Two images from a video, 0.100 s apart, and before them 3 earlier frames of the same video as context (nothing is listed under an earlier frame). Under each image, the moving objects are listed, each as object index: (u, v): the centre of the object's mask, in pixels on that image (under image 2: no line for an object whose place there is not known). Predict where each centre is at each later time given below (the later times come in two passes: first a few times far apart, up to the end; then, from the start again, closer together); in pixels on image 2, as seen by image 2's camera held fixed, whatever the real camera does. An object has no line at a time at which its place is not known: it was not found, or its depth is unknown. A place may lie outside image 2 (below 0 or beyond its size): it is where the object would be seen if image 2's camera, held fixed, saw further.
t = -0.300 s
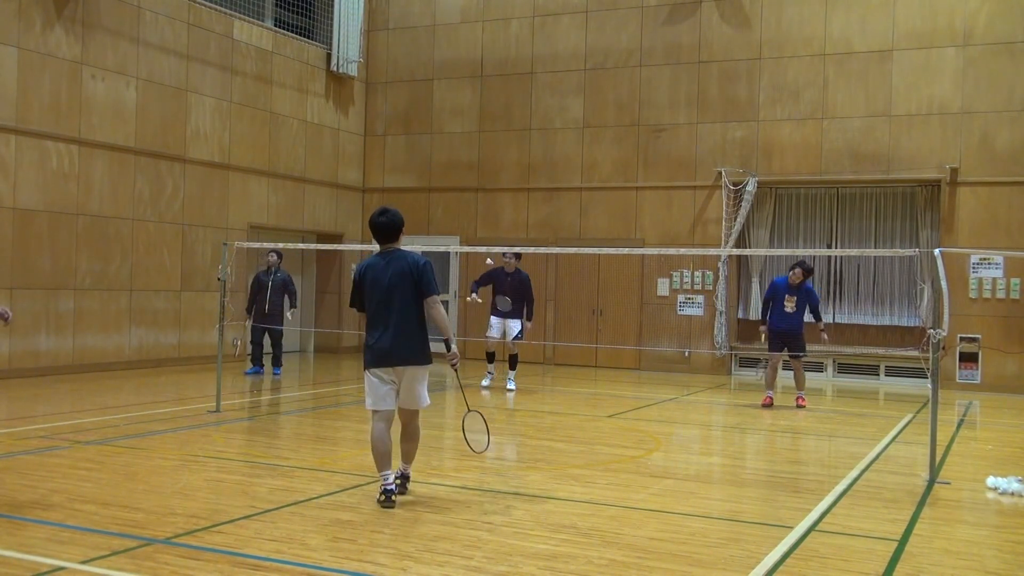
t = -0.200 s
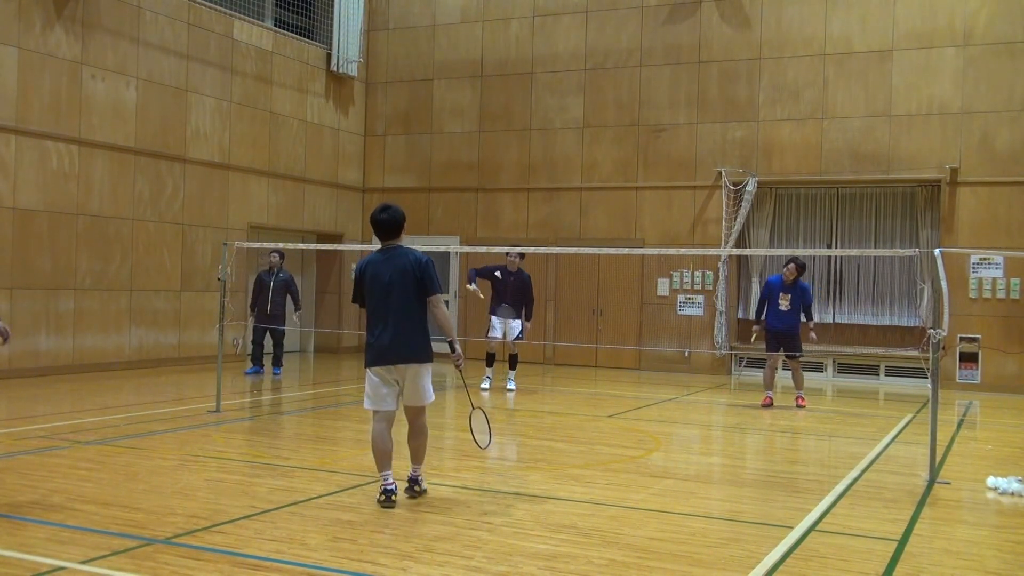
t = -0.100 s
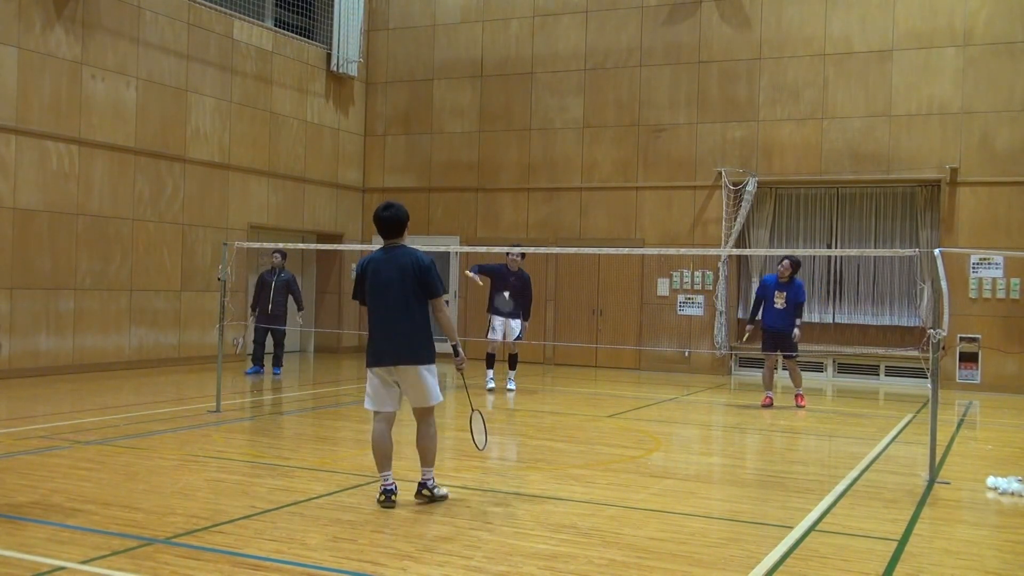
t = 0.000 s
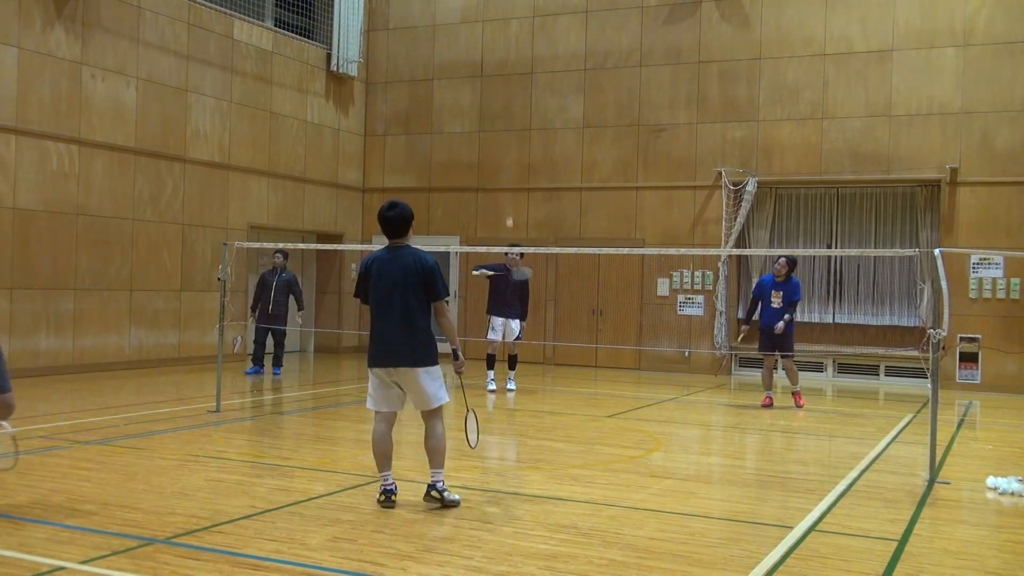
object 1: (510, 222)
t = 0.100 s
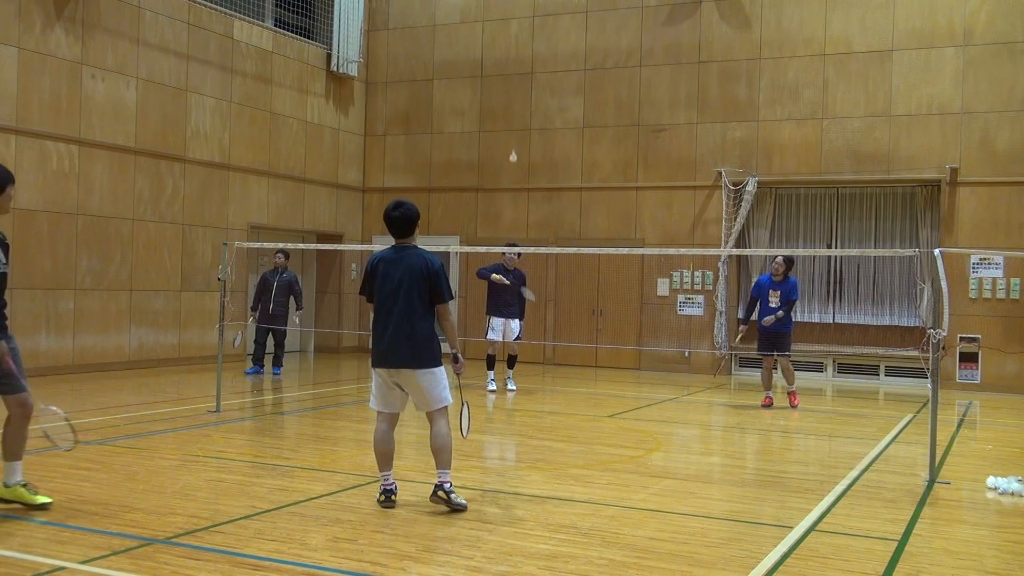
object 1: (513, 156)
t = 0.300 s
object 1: (518, 63)
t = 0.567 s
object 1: (517, 16)
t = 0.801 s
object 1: (509, 57)
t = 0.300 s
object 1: (518, 63)
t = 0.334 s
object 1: (518, 53)
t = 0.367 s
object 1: (519, 43)
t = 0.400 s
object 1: (519, 36)
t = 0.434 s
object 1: (519, 28)
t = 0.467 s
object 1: (519, 23)
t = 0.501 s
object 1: (518, 19)
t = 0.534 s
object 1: (518, 17)
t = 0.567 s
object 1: (517, 16)
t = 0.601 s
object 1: (517, 17)
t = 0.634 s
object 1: (516, 19)
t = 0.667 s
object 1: (515, 23)
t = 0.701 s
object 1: (514, 28)
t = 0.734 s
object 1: (513, 35)
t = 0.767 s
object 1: (511, 46)
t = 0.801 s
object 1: (509, 57)
